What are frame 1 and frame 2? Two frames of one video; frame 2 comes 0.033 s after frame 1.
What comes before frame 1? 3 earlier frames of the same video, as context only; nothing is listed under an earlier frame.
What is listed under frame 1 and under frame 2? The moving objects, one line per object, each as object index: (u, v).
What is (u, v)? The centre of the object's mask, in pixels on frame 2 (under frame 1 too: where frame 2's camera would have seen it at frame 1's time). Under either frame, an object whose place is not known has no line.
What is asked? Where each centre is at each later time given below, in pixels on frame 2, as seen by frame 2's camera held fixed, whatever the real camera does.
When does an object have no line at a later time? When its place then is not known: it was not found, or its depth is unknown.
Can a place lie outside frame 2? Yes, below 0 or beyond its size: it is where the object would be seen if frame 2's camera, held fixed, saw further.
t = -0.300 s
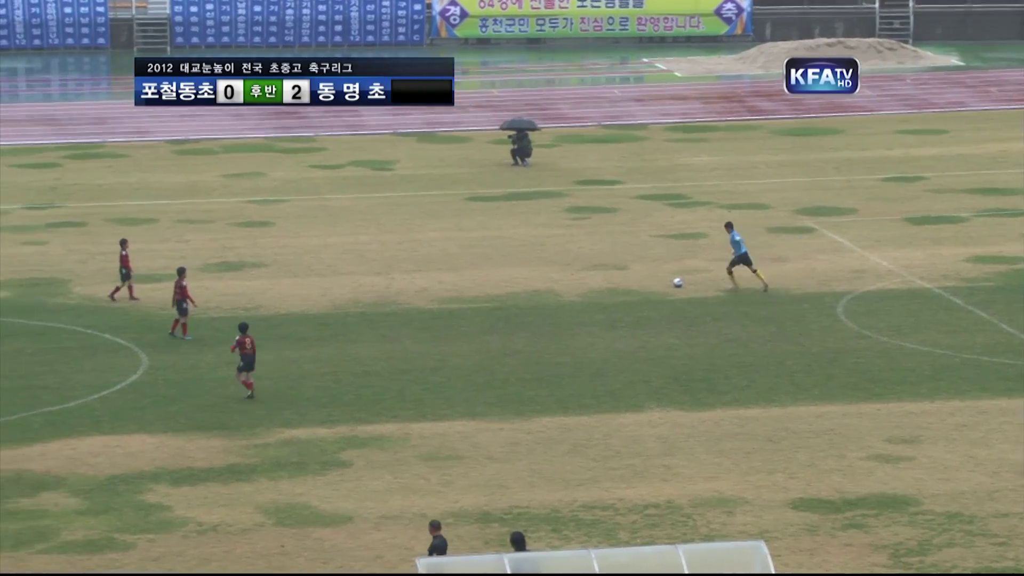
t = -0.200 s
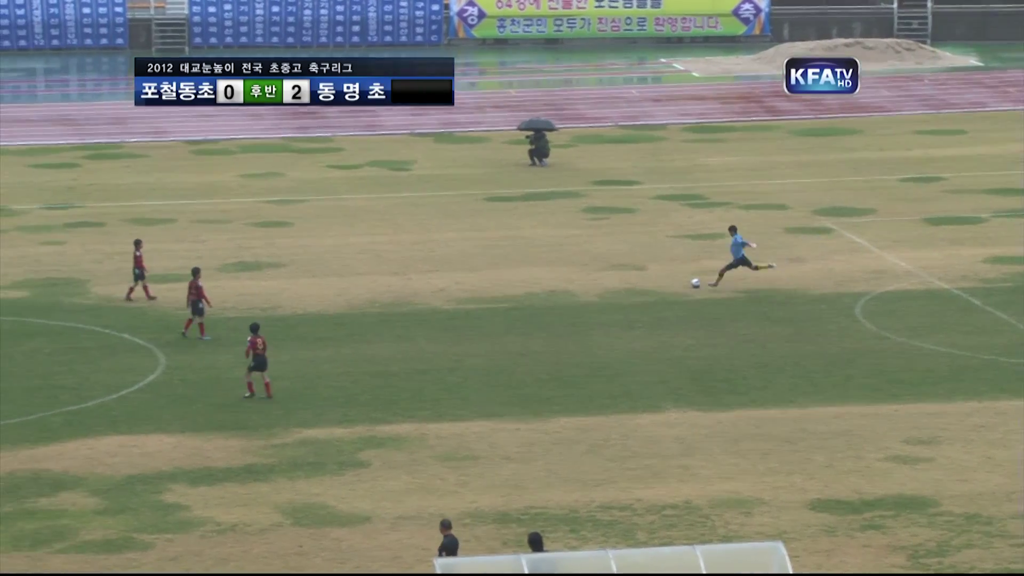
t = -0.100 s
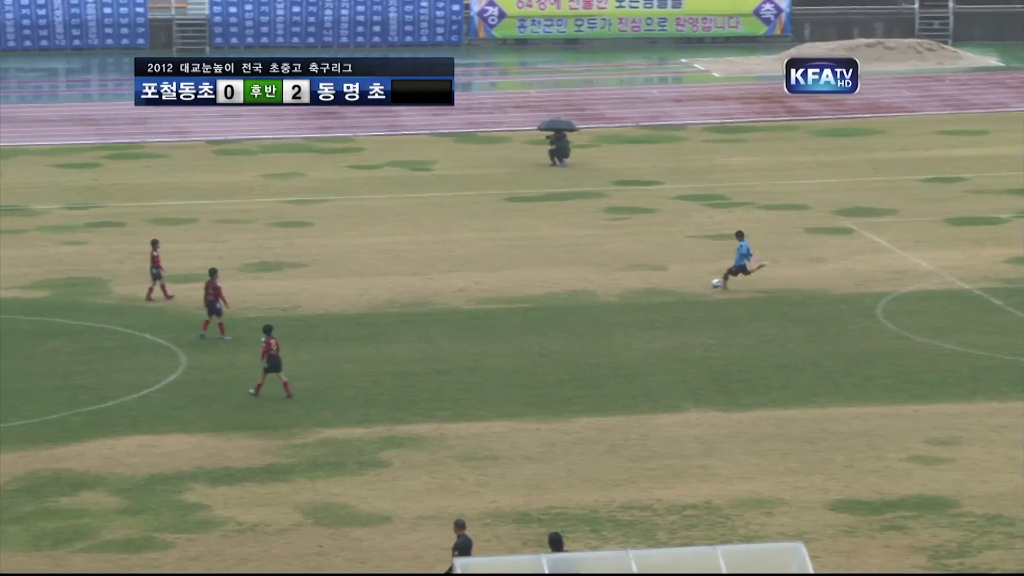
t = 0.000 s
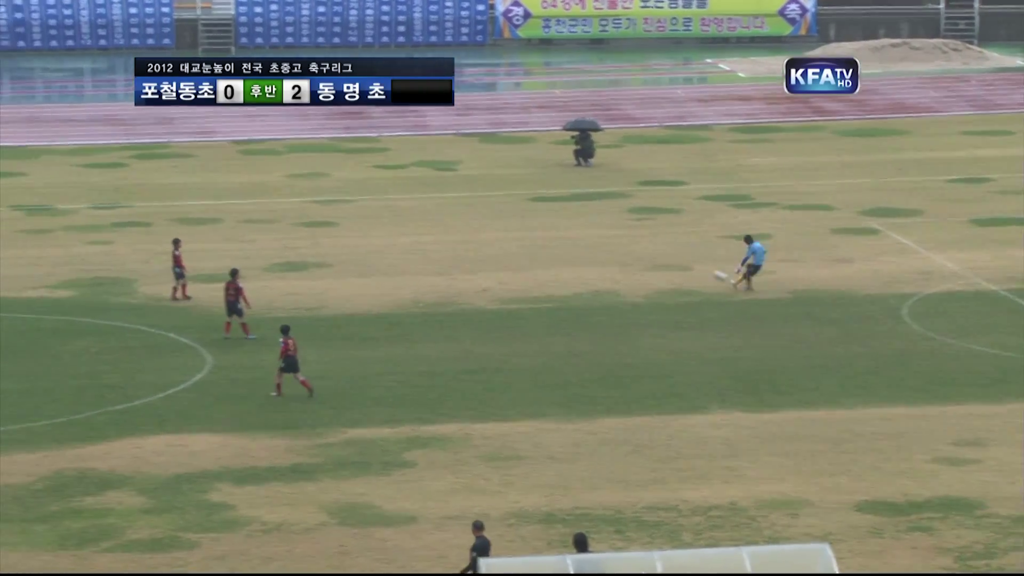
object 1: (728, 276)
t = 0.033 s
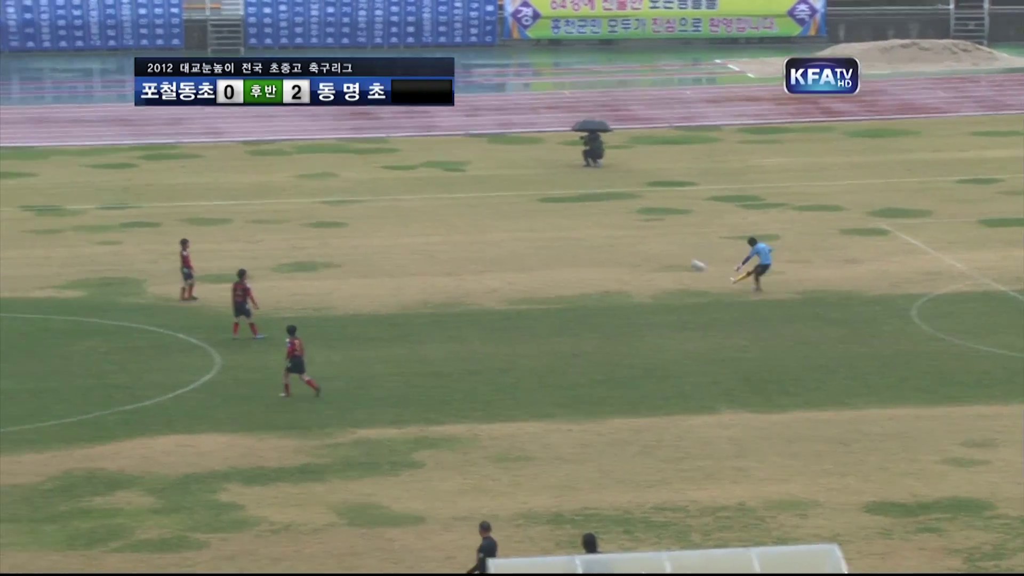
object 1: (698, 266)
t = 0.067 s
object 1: (667, 254)
